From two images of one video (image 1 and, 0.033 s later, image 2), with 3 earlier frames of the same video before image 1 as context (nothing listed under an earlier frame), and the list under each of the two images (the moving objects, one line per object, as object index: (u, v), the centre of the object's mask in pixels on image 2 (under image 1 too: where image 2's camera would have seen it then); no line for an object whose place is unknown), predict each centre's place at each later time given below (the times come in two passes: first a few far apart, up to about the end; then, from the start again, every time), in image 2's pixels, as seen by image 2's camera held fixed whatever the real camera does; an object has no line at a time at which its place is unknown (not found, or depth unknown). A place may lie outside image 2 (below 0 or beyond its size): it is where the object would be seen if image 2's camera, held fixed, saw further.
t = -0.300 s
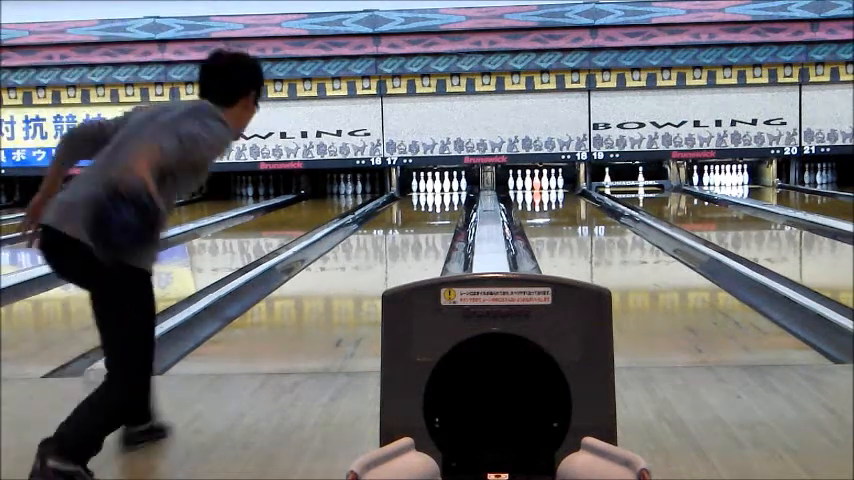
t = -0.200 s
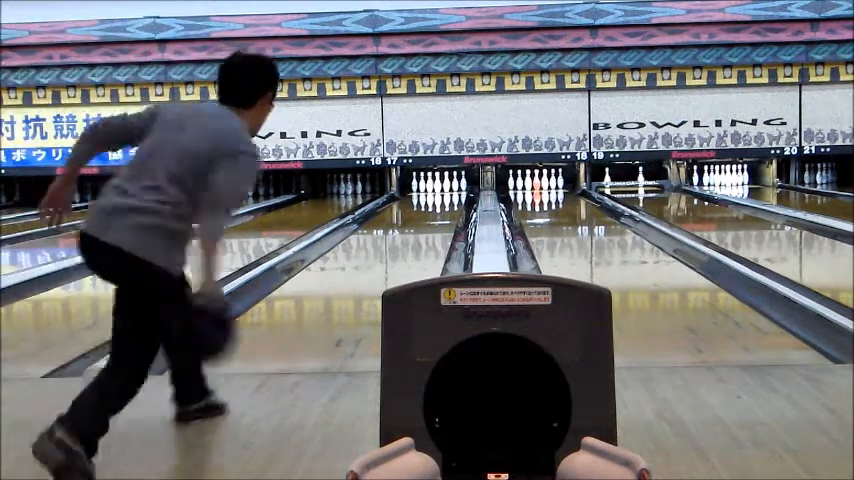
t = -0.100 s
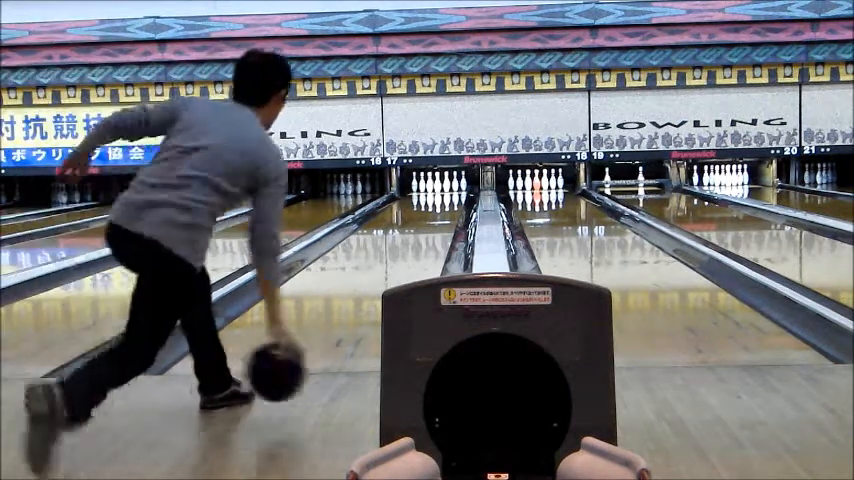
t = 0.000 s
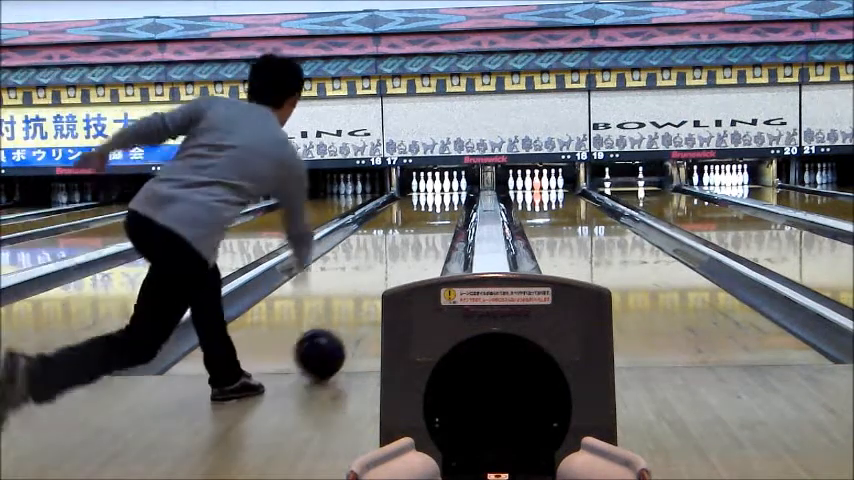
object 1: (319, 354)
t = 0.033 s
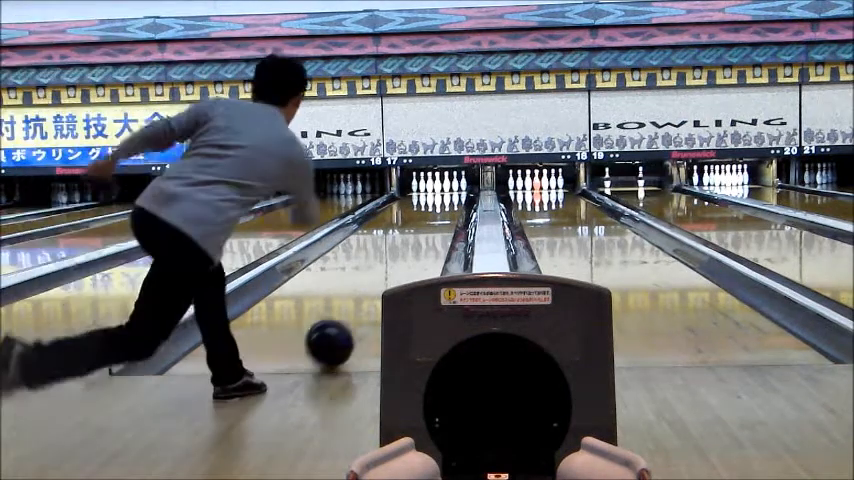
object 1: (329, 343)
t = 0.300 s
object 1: (380, 283)
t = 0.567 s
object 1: (411, 254)
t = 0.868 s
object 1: (429, 232)
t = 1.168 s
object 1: (440, 217)
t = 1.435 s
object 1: (445, 208)
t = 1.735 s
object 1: (447, 200)
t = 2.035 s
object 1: (445, 194)
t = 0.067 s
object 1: (338, 333)
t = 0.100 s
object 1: (346, 324)
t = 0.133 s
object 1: (353, 317)
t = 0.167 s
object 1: (360, 309)
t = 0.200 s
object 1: (365, 303)
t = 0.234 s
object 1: (370, 296)
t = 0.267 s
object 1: (375, 289)
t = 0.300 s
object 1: (380, 283)
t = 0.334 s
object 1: (386, 278)
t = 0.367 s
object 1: (390, 274)
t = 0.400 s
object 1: (395, 271)
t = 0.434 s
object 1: (399, 268)
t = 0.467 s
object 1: (402, 264)
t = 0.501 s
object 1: (406, 260)
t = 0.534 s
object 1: (408, 257)
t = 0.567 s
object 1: (411, 254)
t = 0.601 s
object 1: (414, 251)
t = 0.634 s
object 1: (416, 248)
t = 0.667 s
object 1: (418, 245)
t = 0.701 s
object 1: (420, 243)
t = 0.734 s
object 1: (422, 241)
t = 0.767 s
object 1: (424, 239)
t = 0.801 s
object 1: (426, 236)
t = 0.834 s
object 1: (427, 235)
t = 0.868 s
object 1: (429, 232)
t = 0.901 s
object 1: (430, 231)
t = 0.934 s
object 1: (432, 229)
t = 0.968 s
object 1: (433, 226)
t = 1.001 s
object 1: (434, 225)
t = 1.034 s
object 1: (436, 223)
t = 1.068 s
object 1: (437, 222)
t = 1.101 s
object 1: (438, 220)
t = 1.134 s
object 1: (439, 218)
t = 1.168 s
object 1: (440, 217)
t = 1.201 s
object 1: (440, 215)
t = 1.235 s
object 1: (441, 214)
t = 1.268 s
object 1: (442, 213)
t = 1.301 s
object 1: (443, 212)
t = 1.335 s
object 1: (443, 211)
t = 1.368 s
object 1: (444, 209)
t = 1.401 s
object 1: (445, 209)
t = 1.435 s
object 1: (445, 208)
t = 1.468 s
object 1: (445, 207)
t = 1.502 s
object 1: (446, 206)
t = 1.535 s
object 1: (446, 205)
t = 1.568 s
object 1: (446, 204)
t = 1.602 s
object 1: (446, 203)
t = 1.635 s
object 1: (447, 202)
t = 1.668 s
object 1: (447, 202)
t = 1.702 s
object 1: (447, 201)
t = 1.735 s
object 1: (447, 200)
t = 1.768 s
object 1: (446, 199)
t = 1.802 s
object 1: (447, 199)
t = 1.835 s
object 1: (447, 199)
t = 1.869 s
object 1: (447, 197)
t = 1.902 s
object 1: (447, 197)
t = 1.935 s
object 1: (446, 196)
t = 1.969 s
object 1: (447, 195)
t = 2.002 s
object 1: (446, 195)
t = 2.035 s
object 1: (445, 194)
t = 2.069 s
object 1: (446, 193)
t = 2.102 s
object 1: (445, 193)
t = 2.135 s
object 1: (445, 192)
